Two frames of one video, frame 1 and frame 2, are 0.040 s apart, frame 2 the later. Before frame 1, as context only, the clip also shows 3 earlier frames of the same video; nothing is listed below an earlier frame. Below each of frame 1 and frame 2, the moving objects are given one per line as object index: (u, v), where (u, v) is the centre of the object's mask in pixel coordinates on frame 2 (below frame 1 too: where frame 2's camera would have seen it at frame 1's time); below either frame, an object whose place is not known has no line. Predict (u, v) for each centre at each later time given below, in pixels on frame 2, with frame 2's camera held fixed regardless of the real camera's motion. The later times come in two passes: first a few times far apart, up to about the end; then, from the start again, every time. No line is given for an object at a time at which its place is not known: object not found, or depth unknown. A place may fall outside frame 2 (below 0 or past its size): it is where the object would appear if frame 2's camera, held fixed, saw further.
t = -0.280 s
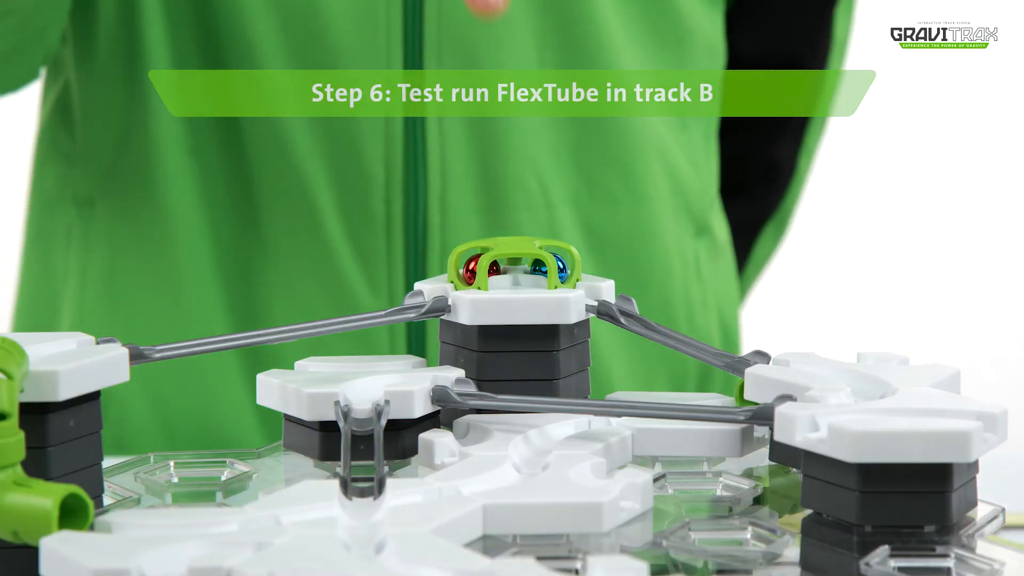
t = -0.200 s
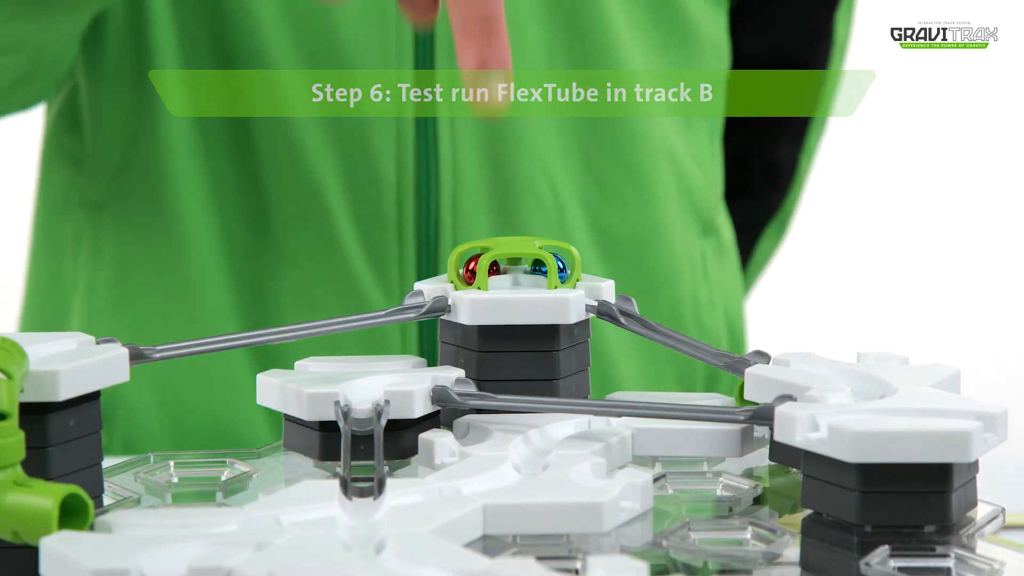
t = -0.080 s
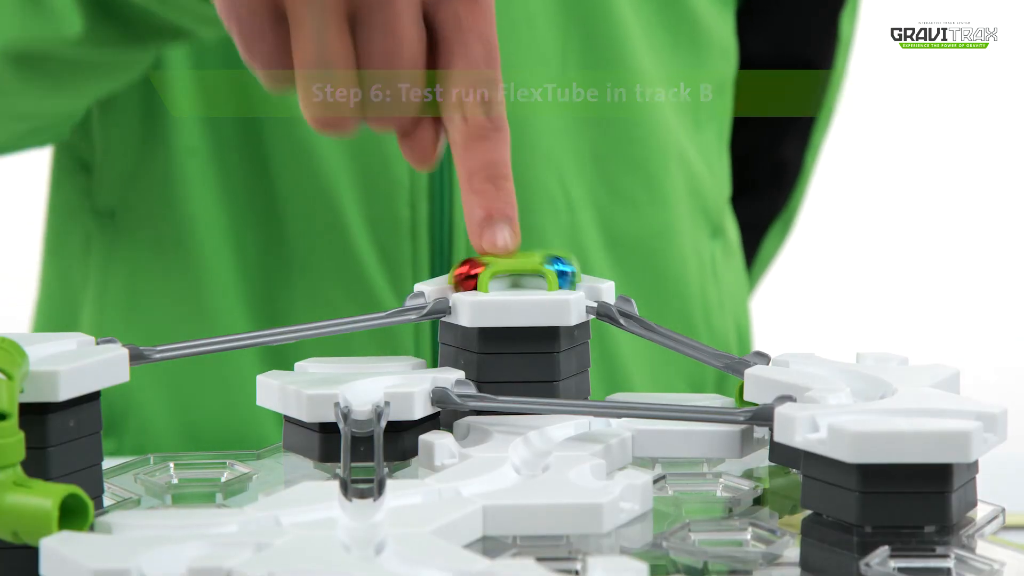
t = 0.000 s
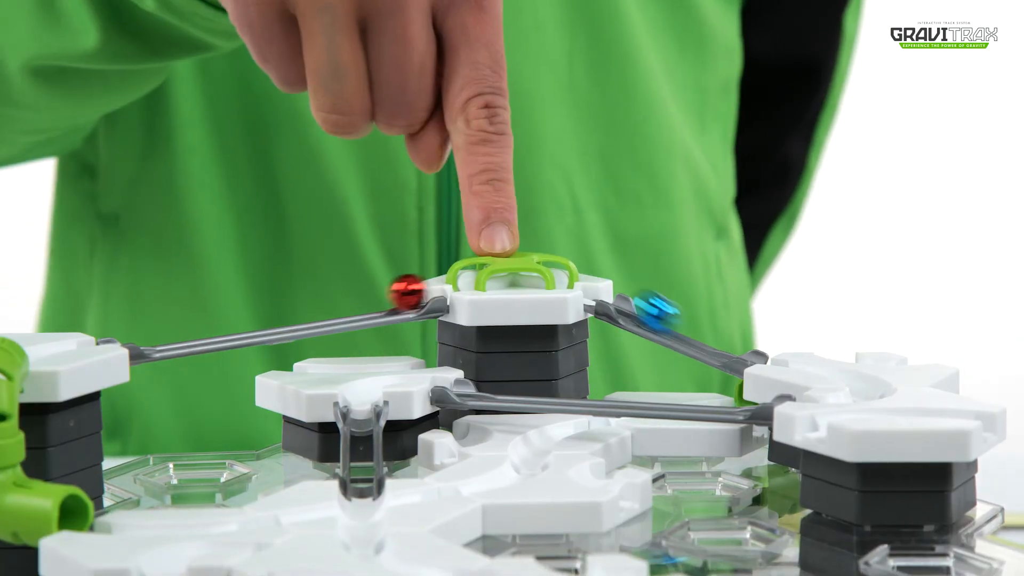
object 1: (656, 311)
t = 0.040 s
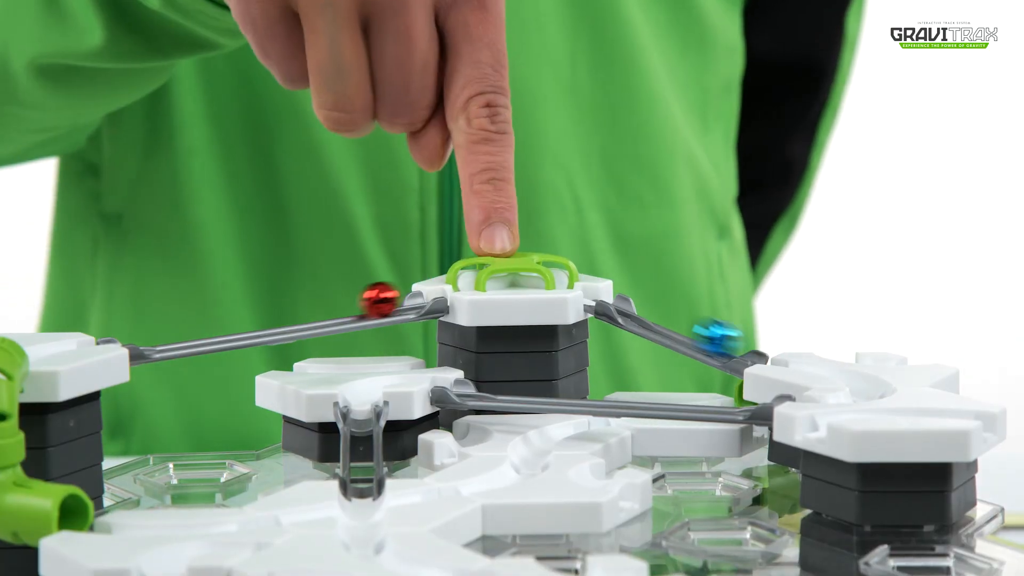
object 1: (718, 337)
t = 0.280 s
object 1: (799, 390)
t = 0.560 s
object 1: (594, 388)
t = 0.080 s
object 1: (788, 356)
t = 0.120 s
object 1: (837, 367)
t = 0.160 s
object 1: (864, 380)
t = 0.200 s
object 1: (872, 385)
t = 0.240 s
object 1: (843, 390)
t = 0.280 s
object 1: (799, 390)
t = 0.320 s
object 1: (763, 392)
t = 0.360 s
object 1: (726, 394)
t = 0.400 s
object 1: (696, 393)
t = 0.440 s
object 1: (670, 391)
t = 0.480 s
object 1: (645, 390)
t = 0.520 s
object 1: (620, 389)
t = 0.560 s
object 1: (594, 388)
